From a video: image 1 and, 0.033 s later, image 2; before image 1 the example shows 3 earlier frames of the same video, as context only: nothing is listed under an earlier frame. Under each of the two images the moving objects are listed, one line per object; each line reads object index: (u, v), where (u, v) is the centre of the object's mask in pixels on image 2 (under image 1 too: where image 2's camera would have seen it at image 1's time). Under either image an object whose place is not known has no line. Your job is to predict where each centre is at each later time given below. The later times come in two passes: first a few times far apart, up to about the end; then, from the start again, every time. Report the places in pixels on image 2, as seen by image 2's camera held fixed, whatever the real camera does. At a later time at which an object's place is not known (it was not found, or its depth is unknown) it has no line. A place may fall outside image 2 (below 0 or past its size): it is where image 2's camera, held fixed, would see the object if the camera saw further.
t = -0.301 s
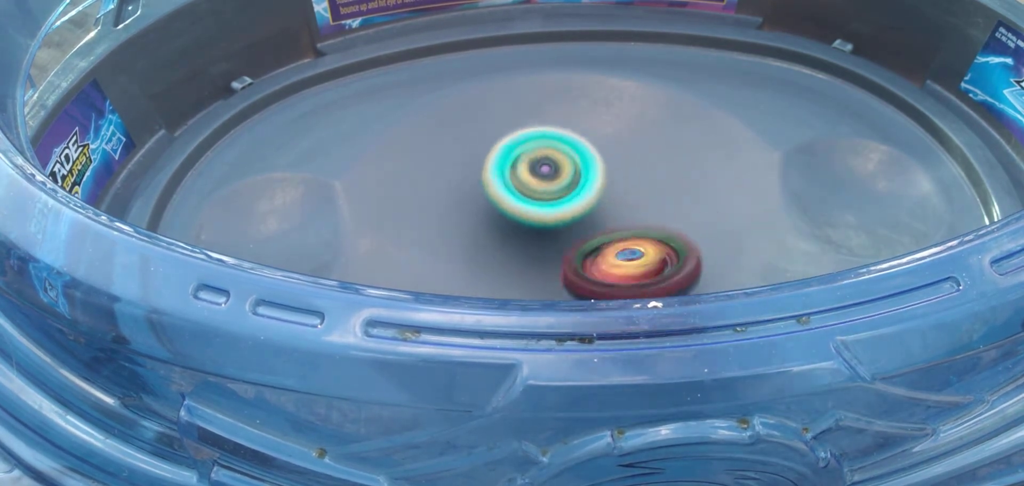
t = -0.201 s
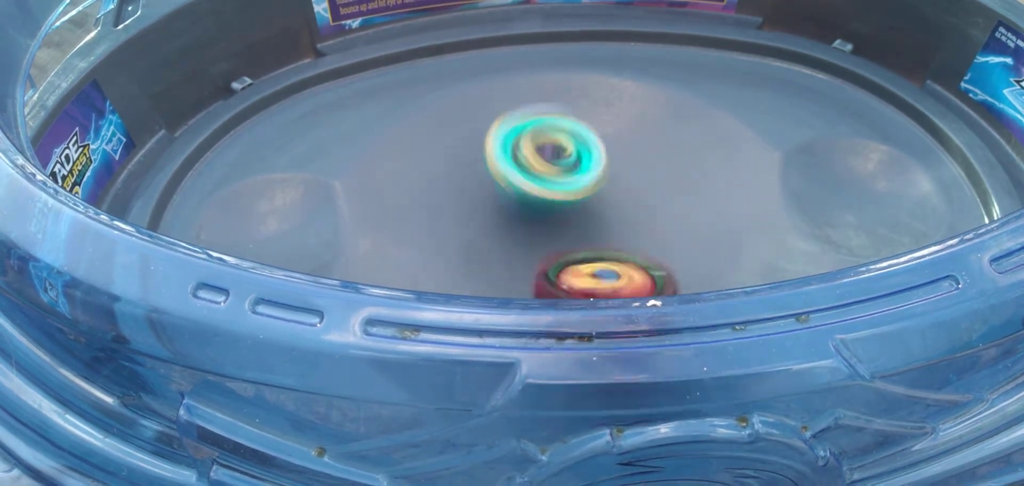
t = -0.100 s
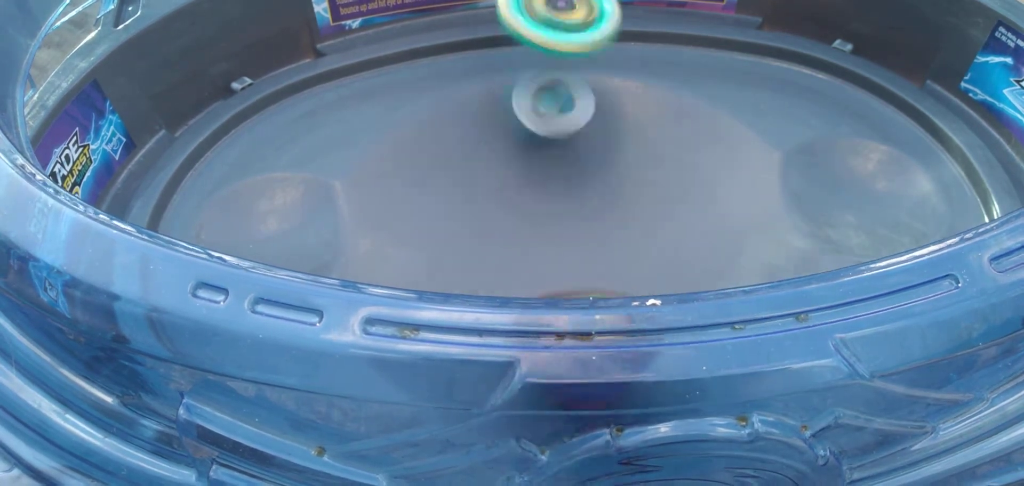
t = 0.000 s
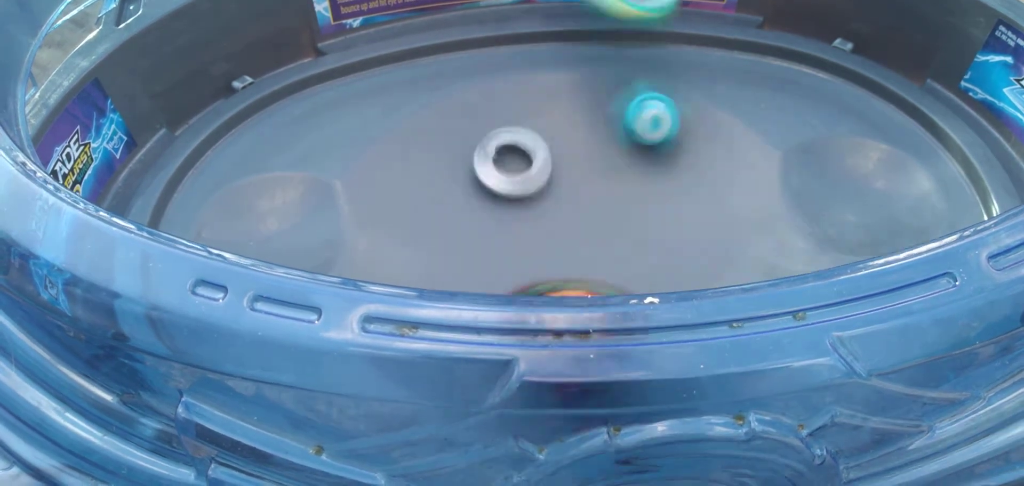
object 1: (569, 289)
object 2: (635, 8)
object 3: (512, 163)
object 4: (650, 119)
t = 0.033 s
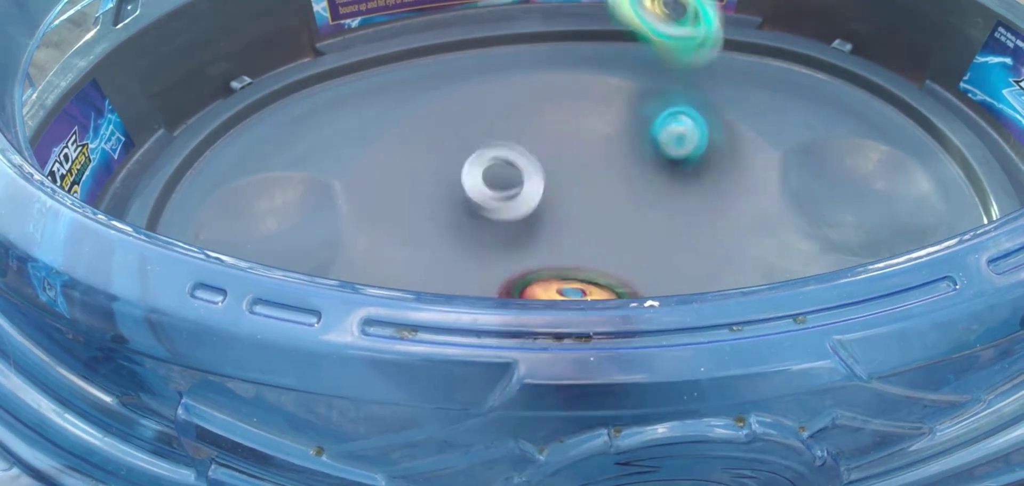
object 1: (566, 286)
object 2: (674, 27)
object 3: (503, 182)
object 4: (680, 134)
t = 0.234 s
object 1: (613, 266)
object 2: (818, 165)
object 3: (416, 199)
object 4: (536, 180)
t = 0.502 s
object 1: (643, 230)
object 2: (249, 244)
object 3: (538, 211)
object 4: (647, 127)
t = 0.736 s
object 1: (728, 250)
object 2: (403, 162)
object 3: (568, 106)
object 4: (652, 181)
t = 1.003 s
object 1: (697, 258)
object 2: (694, 136)
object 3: (572, 204)
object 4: (933, 215)
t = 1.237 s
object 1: (551, 267)
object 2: (666, 157)
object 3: (563, 212)
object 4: (953, 211)
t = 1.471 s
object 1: (464, 256)
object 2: (711, 186)
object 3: (546, 237)
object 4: (882, 206)
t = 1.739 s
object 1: (467, 188)
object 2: (669, 235)
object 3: (566, 255)
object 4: (856, 200)
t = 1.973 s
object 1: (540, 170)
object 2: (670, 235)
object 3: (569, 261)
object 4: (856, 201)
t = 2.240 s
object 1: (634, 159)
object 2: (681, 261)
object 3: (568, 275)
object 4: (853, 200)
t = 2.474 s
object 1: (629, 195)
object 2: (681, 265)
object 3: (567, 275)
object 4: (852, 199)
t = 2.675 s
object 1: (616, 204)
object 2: (678, 267)
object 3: (565, 276)
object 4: (852, 199)
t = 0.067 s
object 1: (563, 278)
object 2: (710, 72)
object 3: (491, 221)
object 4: (703, 158)
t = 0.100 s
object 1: (562, 270)
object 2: (774, 133)
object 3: (471, 251)
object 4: (664, 186)
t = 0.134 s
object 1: (578, 265)
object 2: (851, 185)
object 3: (472, 244)
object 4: (600, 211)
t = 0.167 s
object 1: (594, 268)
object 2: (922, 199)
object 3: (459, 232)
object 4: (531, 231)
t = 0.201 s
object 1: (605, 268)
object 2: (898, 181)
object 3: (436, 213)
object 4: (528, 200)
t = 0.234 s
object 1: (613, 266)
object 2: (818, 165)
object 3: (416, 199)
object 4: (536, 180)
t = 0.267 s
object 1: (619, 265)
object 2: (730, 171)
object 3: (399, 186)
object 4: (552, 152)
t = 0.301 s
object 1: (621, 275)
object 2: (625, 194)
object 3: (393, 180)
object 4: (561, 129)
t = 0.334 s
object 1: (640, 258)
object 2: (513, 243)
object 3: (394, 183)
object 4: (577, 117)
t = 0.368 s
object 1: (632, 254)
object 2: (421, 275)
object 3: (408, 190)
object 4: (592, 107)
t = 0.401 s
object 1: (635, 249)
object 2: (360, 280)
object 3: (436, 199)
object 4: (607, 105)
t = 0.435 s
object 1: (636, 244)
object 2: (317, 263)
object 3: (470, 204)
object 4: (621, 108)
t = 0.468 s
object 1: (641, 240)
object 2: (279, 254)
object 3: (504, 207)
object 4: (635, 115)
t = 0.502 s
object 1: (643, 230)
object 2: (249, 244)
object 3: (538, 211)
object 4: (647, 127)
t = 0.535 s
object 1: (645, 223)
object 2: (212, 211)
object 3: (559, 214)
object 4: (652, 142)
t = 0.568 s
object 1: (654, 223)
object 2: (181, 171)
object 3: (568, 214)
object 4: (653, 149)
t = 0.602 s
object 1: (670, 237)
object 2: (169, 143)
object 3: (587, 183)
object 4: (653, 164)
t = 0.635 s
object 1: (688, 245)
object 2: (197, 138)
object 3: (585, 154)
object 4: (656, 183)
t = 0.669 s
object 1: (704, 248)
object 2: (270, 147)
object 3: (577, 129)
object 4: (664, 189)
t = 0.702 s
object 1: (716, 250)
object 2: (338, 158)
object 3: (570, 114)
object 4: (662, 184)
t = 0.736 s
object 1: (728, 250)
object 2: (403, 162)
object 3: (568, 106)
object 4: (652, 181)
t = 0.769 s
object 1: (734, 249)
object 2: (472, 185)
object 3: (563, 103)
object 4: (641, 187)
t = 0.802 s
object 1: (736, 248)
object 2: (544, 203)
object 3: (562, 109)
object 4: (632, 192)
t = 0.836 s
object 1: (735, 247)
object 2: (592, 205)
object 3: (561, 119)
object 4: (688, 178)
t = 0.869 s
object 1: (729, 248)
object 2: (633, 197)
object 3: (561, 135)
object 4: (744, 176)
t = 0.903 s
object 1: (725, 248)
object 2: (664, 188)
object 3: (562, 152)
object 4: (807, 203)
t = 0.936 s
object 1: (717, 250)
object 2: (689, 177)
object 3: (566, 170)
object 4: (859, 219)
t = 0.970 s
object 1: (707, 255)
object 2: (695, 154)
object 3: (569, 188)
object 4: (908, 218)
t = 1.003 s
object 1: (697, 258)
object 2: (694, 136)
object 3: (572, 204)
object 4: (933, 215)
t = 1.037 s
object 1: (685, 260)
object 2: (688, 126)
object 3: (575, 218)
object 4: (951, 213)
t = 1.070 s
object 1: (672, 261)
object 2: (679, 125)
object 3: (578, 228)
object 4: (964, 211)
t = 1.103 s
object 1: (650, 262)
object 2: (667, 131)
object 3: (568, 222)
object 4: (961, 210)
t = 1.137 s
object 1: (628, 263)
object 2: (656, 140)
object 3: (572, 222)
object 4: (956, 211)
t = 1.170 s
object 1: (603, 263)
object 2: (643, 154)
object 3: (576, 217)
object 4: (954, 211)
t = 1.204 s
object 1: (579, 262)
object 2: (638, 164)
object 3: (576, 216)
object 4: (954, 212)
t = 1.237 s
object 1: (551, 267)
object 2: (666, 157)
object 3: (563, 212)
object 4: (953, 211)
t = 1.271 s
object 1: (533, 269)
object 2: (694, 149)
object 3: (550, 219)
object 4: (947, 214)
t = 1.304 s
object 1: (511, 269)
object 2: (712, 142)
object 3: (546, 219)
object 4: (938, 216)
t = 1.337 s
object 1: (495, 269)
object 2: (723, 144)
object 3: (548, 220)
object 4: (930, 217)
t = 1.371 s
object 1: (480, 266)
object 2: (731, 149)
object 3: (550, 222)
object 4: (924, 216)
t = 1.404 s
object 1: (472, 263)
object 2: (732, 158)
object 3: (551, 223)
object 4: (913, 215)
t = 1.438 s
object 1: (465, 258)
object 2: (724, 171)
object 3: (547, 236)
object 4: (899, 210)
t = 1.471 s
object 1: (464, 256)
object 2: (711, 186)
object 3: (546, 237)
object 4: (882, 206)
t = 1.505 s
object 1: (464, 250)
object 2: (693, 201)
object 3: (548, 237)
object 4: (869, 203)
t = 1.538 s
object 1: (468, 245)
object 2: (674, 215)
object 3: (564, 237)
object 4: (861, 202)
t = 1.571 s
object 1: (470, 237)
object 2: (655, 227)
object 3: (563, 240)
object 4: (860, 201)
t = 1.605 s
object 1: (472, 228)
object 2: (652, 233)
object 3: (564, 238)
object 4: (860, 201)
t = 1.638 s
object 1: (466, 221)
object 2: (665, 234)
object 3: (562, 245)
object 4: (858, 201)
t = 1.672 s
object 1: (466, 210)
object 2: (669, 235)
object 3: (555, 256)
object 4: (858, 201)
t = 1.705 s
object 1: (464, 197)
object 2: (669, 235)
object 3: (558, 252)
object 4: (856, 201)
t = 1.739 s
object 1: (467, 188)
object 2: (669, 235)
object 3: (566, 255)
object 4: (856, 200)
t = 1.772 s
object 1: (472, 182)
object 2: (671, 235)
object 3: (568, 258)
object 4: (856, 201)
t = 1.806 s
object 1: (478, 177)
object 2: (670, 235)
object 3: (568, 259)
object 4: (856, 201)
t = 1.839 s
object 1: (483, 171)
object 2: (670, 235)
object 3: (568, 259)
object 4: (856, 201)
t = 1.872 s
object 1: (495, 166)
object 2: (670, 235)
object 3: (568, 259)
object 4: (856, 201)
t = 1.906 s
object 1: (510, 166)
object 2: (670, 235)
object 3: (568, 259)
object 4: (856, 201)
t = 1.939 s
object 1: (523, 170)
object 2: (670, 235)
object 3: (568, 259)
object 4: (856, 201)
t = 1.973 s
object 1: (540, 170)
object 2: (670, 235)
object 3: (569, 261)
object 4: (856, 201)
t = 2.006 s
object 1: (560, 163)
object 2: (670, 235)
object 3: (569, 269)
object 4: (855, 201)
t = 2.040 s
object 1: (581, 163)
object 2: (673, 237)
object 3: (569, 274)
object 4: (855, 201)
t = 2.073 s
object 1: (596, 159)
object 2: (675, 242)
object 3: (569, 275)
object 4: (854, 201)
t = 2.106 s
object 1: (608, 155)
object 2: (680, 249)
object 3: (569, 275)
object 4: (853, 201)
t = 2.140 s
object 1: (619, 156)
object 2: (681, 253)
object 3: (569, 275)
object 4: (854, 200)
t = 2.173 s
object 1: (627, 157)
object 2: (679, 255)
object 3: (569, 275)
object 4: (854, 200)
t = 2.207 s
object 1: (632, 157)
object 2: (680, 257)
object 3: (568, 275)
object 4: (854, 200)
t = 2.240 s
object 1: (634, 159)
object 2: (681, 261)
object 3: (568, 275)
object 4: (853, 200)
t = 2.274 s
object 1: (635, 164)
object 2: (680, 262)
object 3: (567, 275)
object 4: (853, 200)
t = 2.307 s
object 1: (635, 168)
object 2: (681, 262)
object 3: (567, 275)
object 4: (853, 200)
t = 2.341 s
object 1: (635, 173)
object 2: (680, 262)
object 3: (567, 275)
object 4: (853, 200)
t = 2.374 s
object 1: (634, 179)
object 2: (681, 262)
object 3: (567, 275)
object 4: (853, 199)
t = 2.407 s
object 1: (636, 186)
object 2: (681, 263)
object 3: (567, 275)
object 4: (852, 200)
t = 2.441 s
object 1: (634, 191)
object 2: (682, 263)
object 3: (567, 275)
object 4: (852, 199)
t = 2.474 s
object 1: (629, 195)
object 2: (681, 265)
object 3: (567, 275)
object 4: (852, 199)
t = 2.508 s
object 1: (623, 199)
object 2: (680, 266)
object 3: (567, 275)
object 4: (852, 199)
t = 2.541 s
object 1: (617, 203)
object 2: (680, 267)
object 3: (566, 275)
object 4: (852, 199)
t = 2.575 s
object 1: (616, 204)
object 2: (678, 267)
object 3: (565, 276)
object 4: (852, 199)
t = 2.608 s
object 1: (616, 204)
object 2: (678, 267)
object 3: (565, 276)
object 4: (852, 199)
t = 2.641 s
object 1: (616, 204)
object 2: (678, 267)
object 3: (565, 276)
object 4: (852, 199)
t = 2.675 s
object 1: (616, 204)
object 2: (678, 267)
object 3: (565, 276)
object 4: (852, 199)
